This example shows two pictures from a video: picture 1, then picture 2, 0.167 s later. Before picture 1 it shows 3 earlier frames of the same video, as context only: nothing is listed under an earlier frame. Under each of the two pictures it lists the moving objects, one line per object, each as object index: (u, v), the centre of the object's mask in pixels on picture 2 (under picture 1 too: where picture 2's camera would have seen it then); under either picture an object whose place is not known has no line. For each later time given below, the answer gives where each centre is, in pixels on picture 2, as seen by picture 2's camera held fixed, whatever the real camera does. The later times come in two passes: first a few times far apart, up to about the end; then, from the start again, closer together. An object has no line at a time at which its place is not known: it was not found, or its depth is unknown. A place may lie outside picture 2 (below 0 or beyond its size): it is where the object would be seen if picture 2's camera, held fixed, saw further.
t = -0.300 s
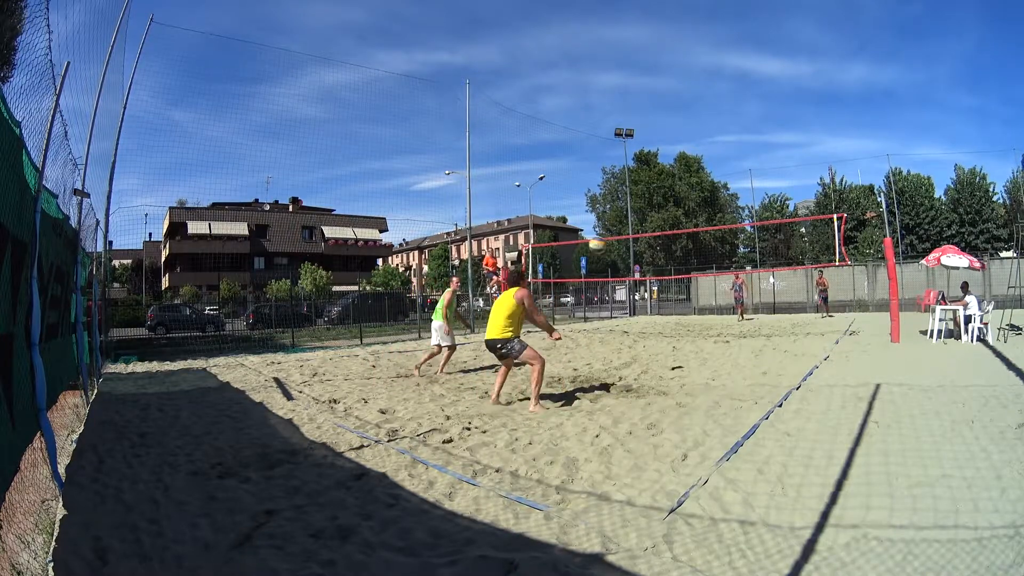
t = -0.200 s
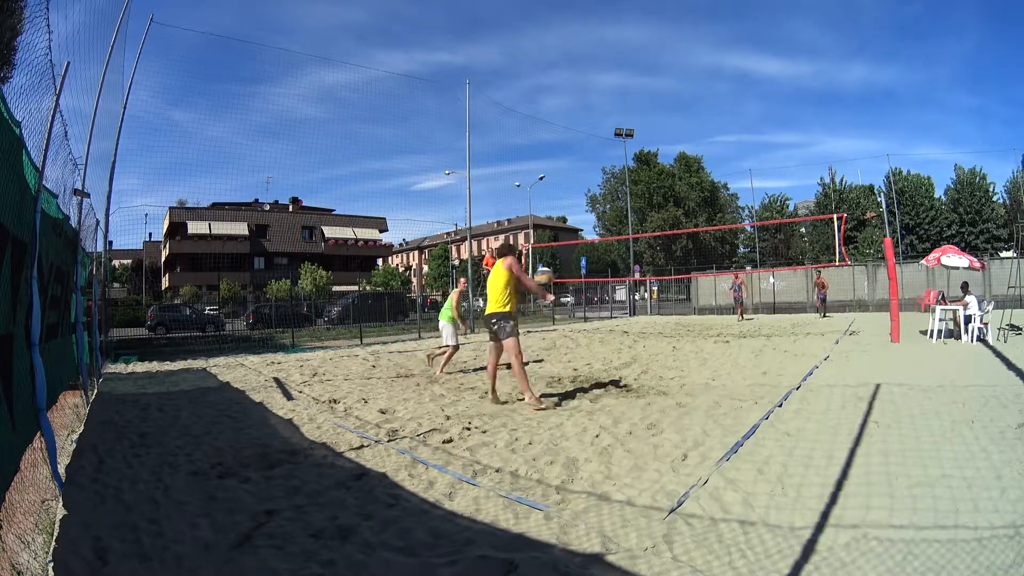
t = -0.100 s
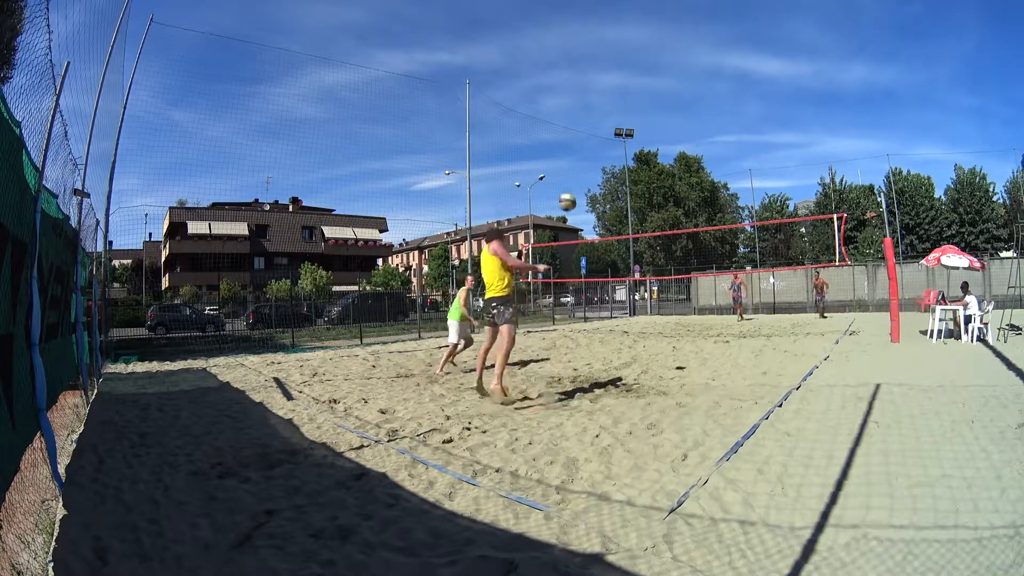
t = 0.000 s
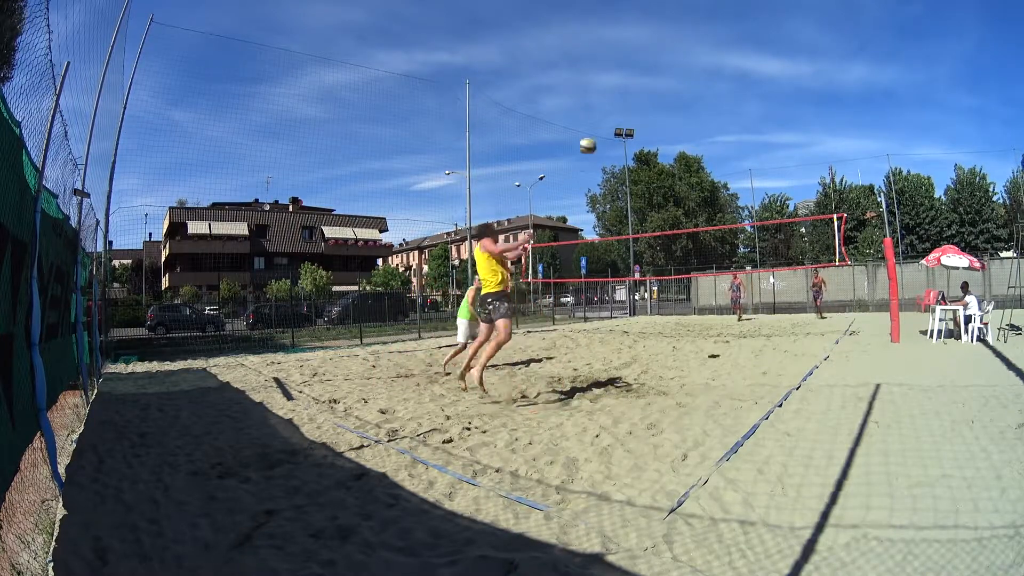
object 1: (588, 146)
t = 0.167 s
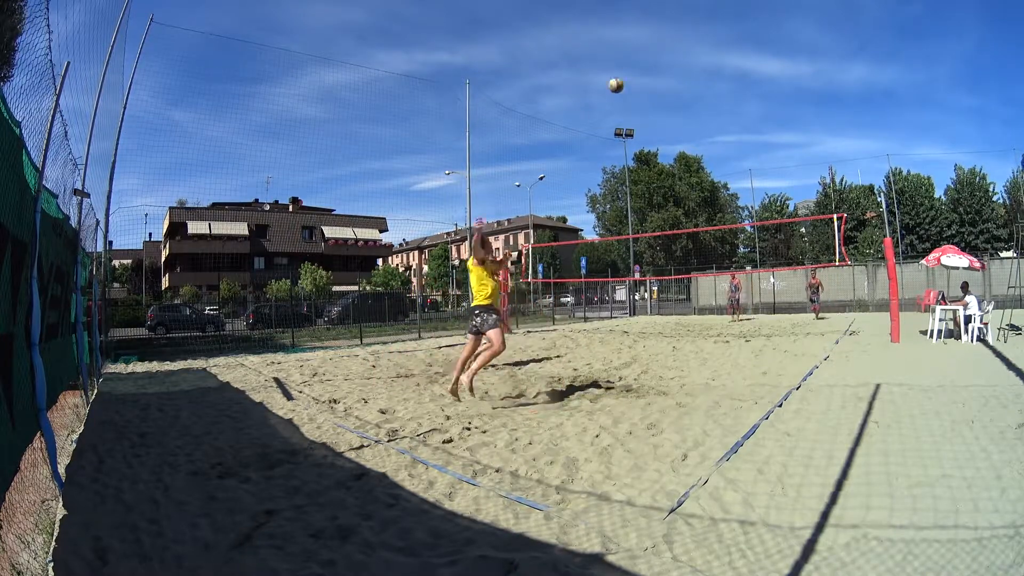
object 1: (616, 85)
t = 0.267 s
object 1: (631, 64)
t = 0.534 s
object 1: (668, 45)
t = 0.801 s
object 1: (703, 65)
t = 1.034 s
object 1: (734, 108)
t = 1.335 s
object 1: (773, 196)
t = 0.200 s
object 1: (621, 77)
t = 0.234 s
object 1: (626, 70)
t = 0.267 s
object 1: (631, 64)
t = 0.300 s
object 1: (635, 59)
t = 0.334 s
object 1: (640, 55)
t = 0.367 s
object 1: (645, 52)
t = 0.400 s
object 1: (650, 49)
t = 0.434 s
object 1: (654, 47)
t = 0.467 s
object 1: (659, 46)
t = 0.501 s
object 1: (663, 45)
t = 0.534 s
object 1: (668, 45)
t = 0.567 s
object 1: (672, 45)
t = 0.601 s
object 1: (676, 47)
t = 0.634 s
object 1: (680, 49)
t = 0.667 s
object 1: (685, 51)
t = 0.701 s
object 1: (690, 53)
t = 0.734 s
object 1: (694, 57)
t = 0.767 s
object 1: (698, 60)
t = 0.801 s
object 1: (703, 65)
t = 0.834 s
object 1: (707, 70)
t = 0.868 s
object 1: (711, 75)
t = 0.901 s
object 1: (716, 80)
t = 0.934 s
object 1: (721, 87)
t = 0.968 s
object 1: (725, 94)
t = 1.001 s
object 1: (730, 100)
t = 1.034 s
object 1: (734, 108)
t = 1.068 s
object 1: (739, 116)
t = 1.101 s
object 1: (744, 125)
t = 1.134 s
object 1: (748, 134)
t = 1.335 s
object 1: (773, 196)
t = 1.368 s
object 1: (780, 209)
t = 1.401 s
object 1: (781, 221)
